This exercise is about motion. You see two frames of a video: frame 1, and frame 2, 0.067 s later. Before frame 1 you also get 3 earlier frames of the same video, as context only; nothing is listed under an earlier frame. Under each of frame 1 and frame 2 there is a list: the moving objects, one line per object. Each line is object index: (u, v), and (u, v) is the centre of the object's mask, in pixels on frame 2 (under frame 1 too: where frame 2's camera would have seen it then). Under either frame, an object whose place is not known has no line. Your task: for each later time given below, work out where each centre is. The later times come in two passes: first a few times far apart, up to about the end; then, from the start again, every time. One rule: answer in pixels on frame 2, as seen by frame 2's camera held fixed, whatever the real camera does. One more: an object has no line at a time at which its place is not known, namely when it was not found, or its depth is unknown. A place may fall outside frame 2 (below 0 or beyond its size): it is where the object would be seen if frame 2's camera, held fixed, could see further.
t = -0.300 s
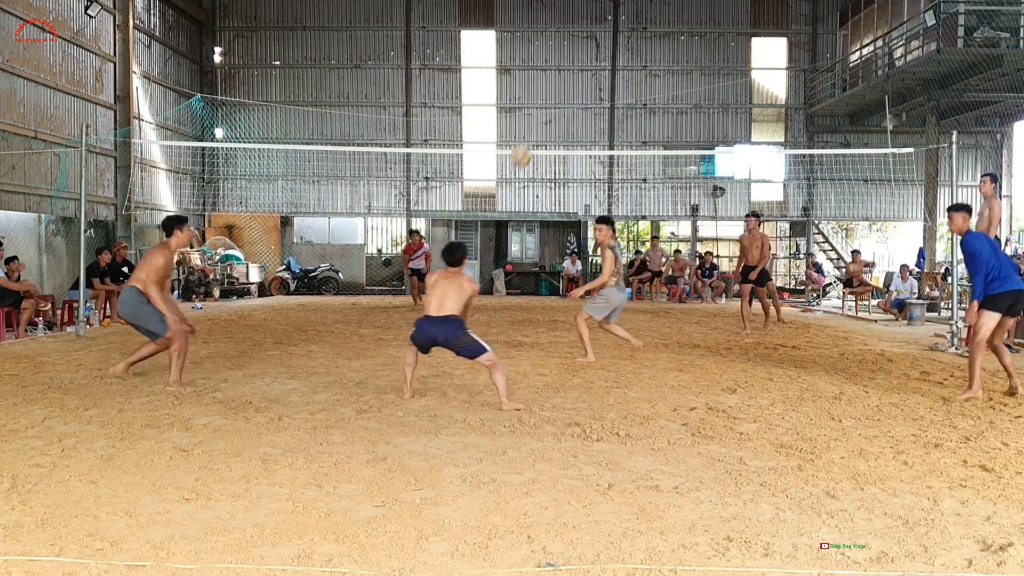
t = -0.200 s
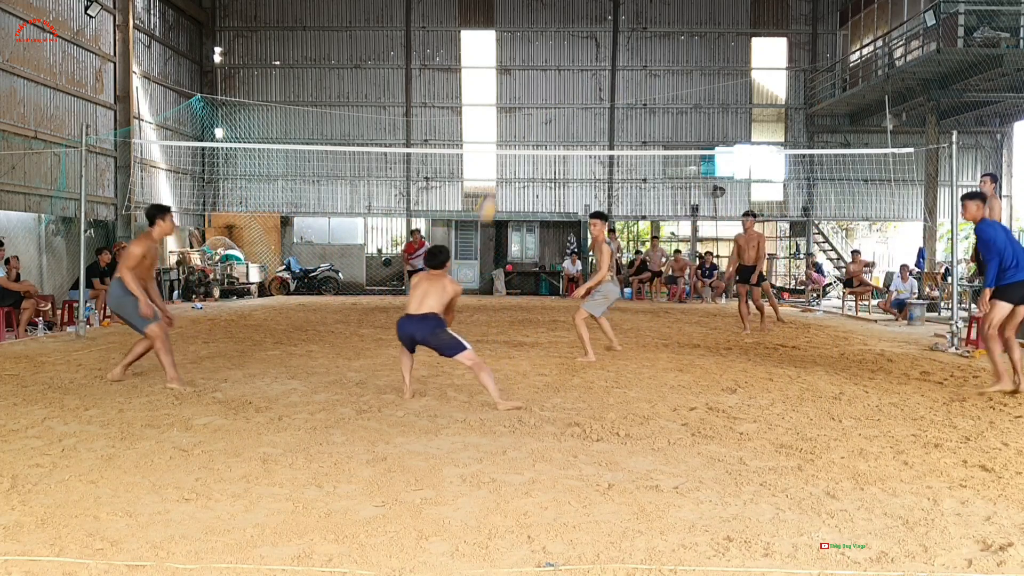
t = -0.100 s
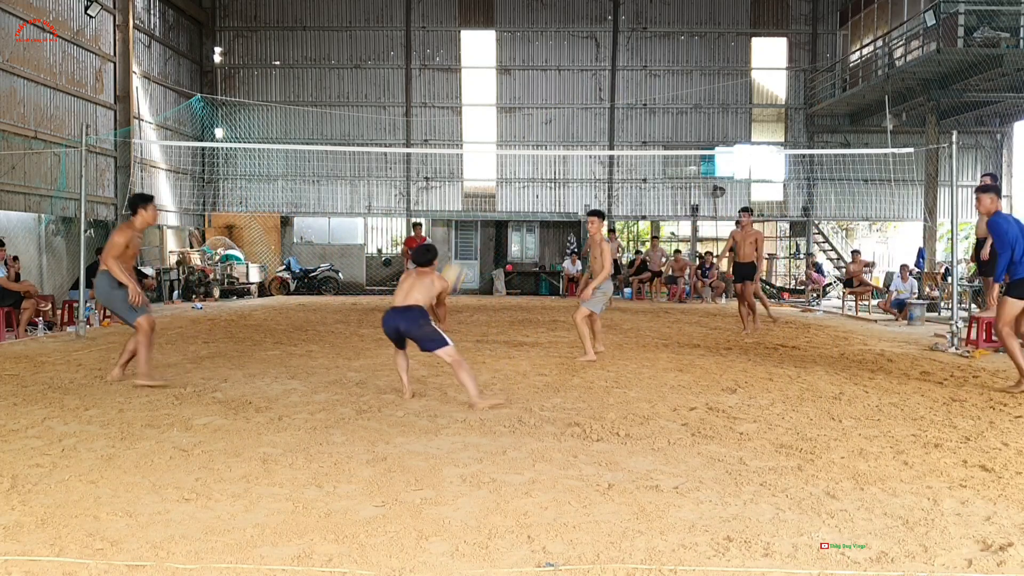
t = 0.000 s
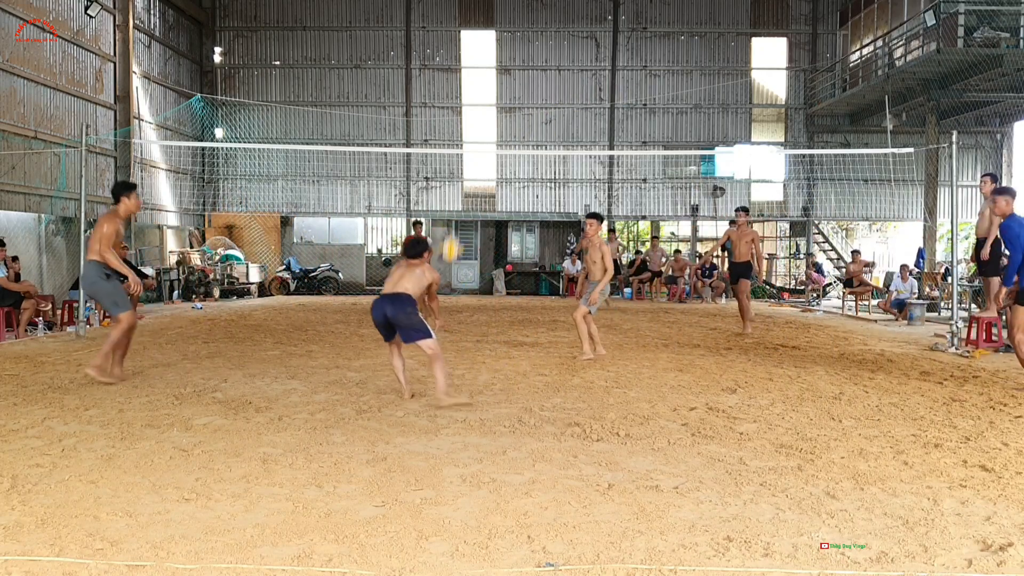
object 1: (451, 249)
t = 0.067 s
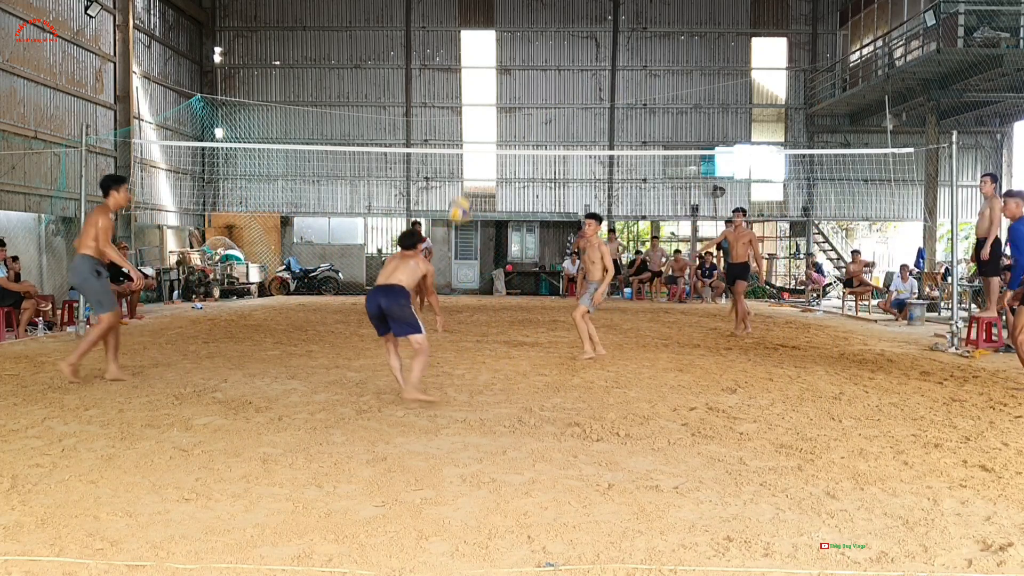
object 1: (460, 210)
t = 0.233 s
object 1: (484, 129)
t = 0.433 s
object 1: (512, 77)
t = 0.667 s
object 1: (541, 77)
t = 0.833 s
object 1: (562, 111)
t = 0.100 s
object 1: (465, 190)
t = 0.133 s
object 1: (469, 173)
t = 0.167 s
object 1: (475, 157)
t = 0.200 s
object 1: (480, 143)
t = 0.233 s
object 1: (484, 129)
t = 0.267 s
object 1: (490, 117)
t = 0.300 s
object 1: (494, 106)
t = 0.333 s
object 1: (499, 97)
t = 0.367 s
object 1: (503, 90)
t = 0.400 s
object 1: (507, 83)
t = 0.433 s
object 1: (512, 77)
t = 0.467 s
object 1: (516, 74)
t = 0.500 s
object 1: (521, 71)
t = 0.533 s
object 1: (525, 70)
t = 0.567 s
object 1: (529, 71)
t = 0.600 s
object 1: (533, 72)
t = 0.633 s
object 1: (537, 74)
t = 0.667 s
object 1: (541, 77)
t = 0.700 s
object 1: (545, 82)
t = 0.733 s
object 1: (549, 87)
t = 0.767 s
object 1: (554, 94)
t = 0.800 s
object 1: (557, 102)
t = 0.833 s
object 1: (562, 111)
